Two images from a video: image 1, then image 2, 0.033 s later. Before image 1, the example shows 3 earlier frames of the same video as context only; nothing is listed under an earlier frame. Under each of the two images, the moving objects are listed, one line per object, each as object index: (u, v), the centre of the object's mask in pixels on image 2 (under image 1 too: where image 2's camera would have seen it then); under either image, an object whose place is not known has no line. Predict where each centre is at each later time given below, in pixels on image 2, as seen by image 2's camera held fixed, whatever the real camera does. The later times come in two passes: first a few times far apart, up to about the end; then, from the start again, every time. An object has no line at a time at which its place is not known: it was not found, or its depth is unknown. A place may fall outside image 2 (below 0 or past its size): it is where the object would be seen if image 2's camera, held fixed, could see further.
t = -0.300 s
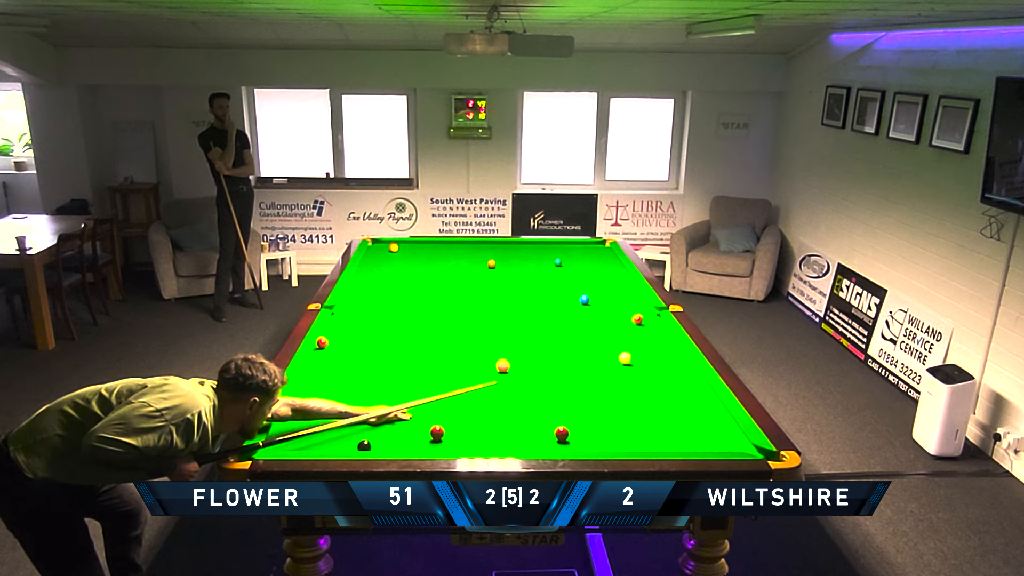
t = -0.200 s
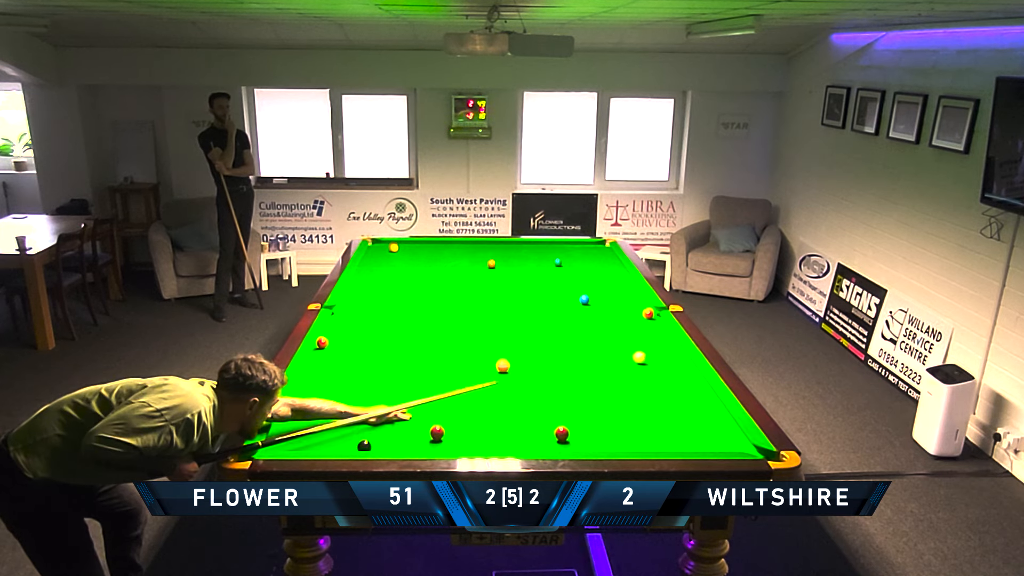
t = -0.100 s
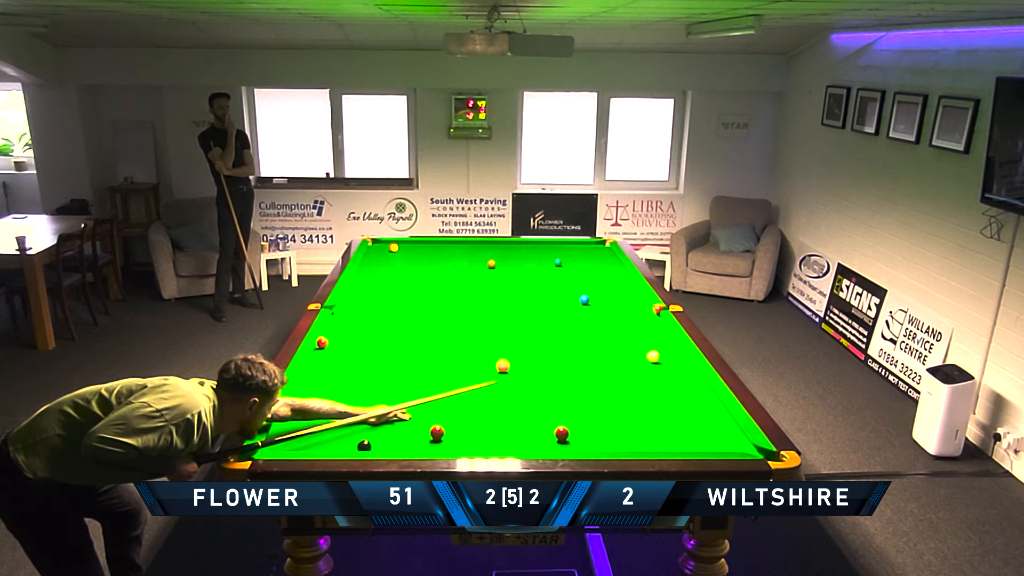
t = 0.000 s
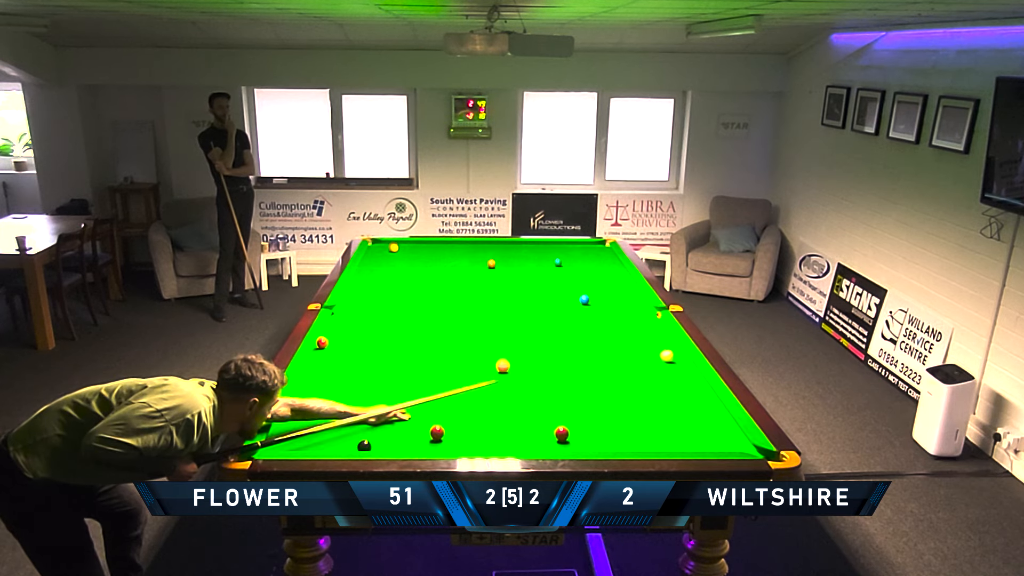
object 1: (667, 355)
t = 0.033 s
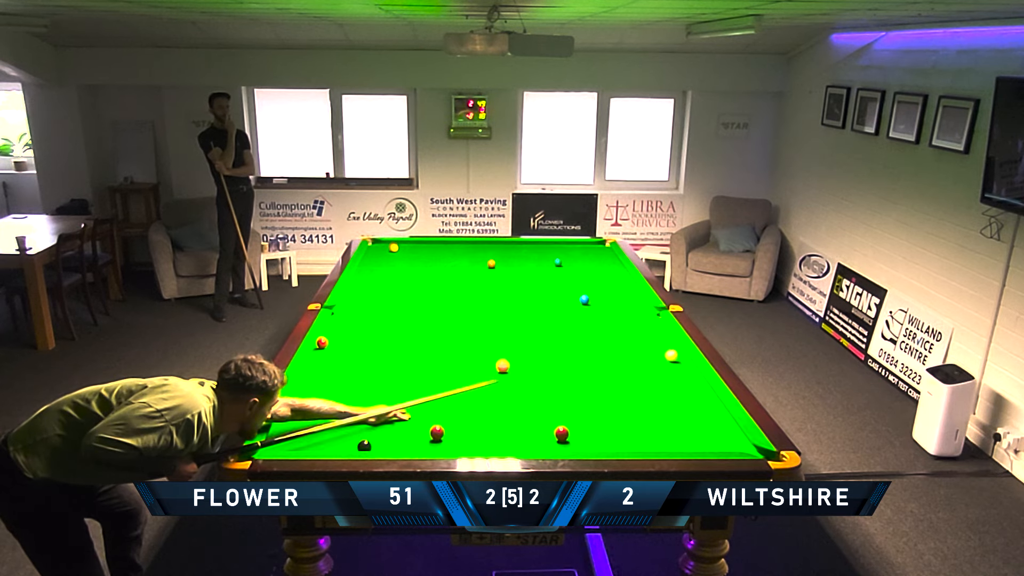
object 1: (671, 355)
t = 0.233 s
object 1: (671, 354)
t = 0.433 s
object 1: (653, 353)
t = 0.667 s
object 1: (633, 351)
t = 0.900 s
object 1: (615, 350)
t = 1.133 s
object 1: (597, 349)
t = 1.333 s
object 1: (583, 349)
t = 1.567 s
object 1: (567, 348)
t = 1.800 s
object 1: (552, 347)
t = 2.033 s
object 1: (539, 346)
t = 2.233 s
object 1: (528, 345)
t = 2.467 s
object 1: (516, 344)
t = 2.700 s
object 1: (505, 344)
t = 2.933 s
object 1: (495, 343)
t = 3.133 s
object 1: (487, 343)
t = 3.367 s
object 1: (478, 342)
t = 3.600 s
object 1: (471, 342)
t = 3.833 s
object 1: (464, 341)
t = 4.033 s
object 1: (459, 341)
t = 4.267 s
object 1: (454, 341)
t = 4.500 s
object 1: (450, 340)
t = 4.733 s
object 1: (447, 340)
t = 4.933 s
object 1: (444, 340)
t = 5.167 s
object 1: (443, 340)
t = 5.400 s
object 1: (442, 340)
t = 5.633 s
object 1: (441, 340)
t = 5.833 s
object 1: (441, 340)
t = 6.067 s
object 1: (441, 340)
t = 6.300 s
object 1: (441, 340)
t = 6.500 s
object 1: (441, 340)
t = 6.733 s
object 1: (441, 340)
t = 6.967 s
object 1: (441, 340)
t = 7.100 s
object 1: (441, 340)
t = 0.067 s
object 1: (676, 355)
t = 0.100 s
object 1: (680, 355)
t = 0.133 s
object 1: (682, 355)
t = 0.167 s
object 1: (678, 354)
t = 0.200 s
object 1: (674, 354)
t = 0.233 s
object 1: (671, 354)
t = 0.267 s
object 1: (668, 354)
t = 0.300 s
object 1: (665, 353)
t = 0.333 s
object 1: (662, 353)
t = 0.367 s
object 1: (659, 353)
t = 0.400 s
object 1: (656, 353)
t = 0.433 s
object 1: (653, 353)
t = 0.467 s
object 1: (650, 353)
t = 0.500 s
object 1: (647, 352)
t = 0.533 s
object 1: (644, 352)
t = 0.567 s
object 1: (642, 352)
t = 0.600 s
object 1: (639, 352)
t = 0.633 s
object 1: (636, 352)
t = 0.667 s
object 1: (633, 351)
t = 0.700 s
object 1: (630, 351)
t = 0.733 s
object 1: (628, 351)
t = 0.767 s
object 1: (625, 351)
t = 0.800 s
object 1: (623, 351)
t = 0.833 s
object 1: (620, 351)
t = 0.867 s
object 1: (617, 351)
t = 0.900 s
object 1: (615, 350)
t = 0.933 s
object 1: (612, 350)
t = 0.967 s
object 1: (610, 350)
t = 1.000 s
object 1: (607, 350)
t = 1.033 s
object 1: (605, 350)
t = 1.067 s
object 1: (602, 350)
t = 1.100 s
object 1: (600, 350)
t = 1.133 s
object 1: (597, 349)
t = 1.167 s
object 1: (595, 349)
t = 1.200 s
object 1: (592, 349)
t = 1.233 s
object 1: (590, 349)
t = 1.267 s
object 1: (588, 349)
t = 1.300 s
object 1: (585, 349)
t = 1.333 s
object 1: (583, 349)
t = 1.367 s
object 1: (581, 348)
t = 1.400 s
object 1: (578, 348)
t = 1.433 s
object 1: (576, 348)
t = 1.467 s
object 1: (574, 348)
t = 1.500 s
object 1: (572, 348)
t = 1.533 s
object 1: (569, 348)
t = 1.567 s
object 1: (567, 348)
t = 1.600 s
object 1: (565, 348)
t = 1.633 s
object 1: (563, 347)
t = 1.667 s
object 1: (561, 347)
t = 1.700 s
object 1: (559, 347)
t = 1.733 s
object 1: (557, 347)
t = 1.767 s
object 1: (555, 347)
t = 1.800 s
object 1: (552, 347)
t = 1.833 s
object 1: (550, 347)
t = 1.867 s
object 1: (548, 347)
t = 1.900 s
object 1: (547, 346)
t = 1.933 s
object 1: (544, 346)
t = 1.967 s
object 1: (543, 346)
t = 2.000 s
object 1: (541, 346)
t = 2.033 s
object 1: (539, 346)
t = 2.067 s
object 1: (537, 346)
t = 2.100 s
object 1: (535, 346)
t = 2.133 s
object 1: (533, 346)
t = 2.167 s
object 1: (531, 346)
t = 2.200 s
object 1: (529, 346)
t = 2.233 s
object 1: (528, 345)
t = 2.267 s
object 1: (526, 345)
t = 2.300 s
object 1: (524, 345)
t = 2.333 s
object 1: (522, 345)
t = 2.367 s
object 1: (521, 345)
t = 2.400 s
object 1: (519, 345)
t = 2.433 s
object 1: (517, 345)
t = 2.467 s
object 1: (516, 344)
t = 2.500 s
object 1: (514, 344)
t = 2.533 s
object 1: (513, 344)
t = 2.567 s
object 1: (511, 344)
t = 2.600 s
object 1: (510, 344)
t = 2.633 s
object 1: (508, 344)
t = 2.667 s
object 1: (506, 344)
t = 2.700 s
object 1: (505, 344)
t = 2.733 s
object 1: (503, 343)
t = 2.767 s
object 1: (502, 343)
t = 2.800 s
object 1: (500, 343)
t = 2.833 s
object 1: (499, 343)
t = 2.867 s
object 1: (497, 343)
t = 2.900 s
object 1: (496, 343)
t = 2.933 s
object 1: (495, 343)
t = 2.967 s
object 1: (493, 343)
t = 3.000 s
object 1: (492, 343)
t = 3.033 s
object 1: (491, 343)
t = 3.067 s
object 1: (489, 343)
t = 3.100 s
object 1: (488, 343)
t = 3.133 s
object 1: (487, 343)
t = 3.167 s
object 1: (485, 343)
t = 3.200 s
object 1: (484, 343)
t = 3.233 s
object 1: (483, 343)
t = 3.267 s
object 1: (482, 342)
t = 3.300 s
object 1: (480, 342)
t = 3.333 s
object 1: (479, 342)
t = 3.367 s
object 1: (478, 342)
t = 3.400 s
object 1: (477, 342)
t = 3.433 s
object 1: (476, 342)
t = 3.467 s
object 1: (475, 342)
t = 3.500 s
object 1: (474, 342)
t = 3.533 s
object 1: (473, 342)
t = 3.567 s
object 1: (472, 342)
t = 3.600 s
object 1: (471, 342)
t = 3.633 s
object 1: (470, 341)
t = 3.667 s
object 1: (469, 341)
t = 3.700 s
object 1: (468, 341)
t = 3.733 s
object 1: (467, 341)
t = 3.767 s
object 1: (466, 341)
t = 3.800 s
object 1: (465, 341)
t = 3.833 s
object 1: (464, 341)
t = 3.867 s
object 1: (463, 341)
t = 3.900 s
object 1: (462, 341)
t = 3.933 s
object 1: (462, 341)
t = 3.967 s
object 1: (461, 341)
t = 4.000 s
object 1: (460, 341)
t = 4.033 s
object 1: (459, 341)
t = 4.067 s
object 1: (458, 341)
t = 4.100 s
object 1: (458, 341)
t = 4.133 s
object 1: (457, 341)
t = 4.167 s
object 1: (456, 341)
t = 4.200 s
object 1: (455, 341)
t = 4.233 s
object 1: (455, 341)
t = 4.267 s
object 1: (454, 341)
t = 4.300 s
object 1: (453, 340)
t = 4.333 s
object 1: (453, 341)
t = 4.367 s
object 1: (452, 340)
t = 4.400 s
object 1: (451, 340)
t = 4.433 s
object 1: (451, 340)
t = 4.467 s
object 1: (450, 340)
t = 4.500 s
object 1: (450, 340)
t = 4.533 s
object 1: (449, 340)
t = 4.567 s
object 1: (449, 340)
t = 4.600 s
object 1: (448, 340)
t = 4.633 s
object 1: (447, 340)
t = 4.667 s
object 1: (447, 340)
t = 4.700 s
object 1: (447, 340)
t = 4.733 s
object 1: (447, 340)
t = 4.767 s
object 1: (446, 340)
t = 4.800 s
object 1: (446, 340)
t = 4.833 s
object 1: (445, 340)
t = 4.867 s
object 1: (445, 340)
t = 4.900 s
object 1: (445, 340)
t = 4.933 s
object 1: (444, 340)
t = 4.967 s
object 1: (444, 340)
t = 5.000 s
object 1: (444, 340)
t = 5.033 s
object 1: (443, 340)
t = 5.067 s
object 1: (443, 340)
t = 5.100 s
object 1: (443, 340)
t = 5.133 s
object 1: (443, 340)
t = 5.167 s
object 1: (443, 340)
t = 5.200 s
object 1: (443, 340)
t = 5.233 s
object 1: (442, 340)
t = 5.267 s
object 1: (442, 340)
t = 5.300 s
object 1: (442, 340)
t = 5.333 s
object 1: (442, 340)
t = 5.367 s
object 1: (442, 340)
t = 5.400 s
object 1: (442, 340)
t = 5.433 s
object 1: (441, 340)
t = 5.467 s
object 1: (441, 340)
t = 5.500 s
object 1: (441, 340)
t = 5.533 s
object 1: (441, 340)
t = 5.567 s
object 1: (441, 340)
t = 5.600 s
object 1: (441, 340)
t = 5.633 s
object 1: (441, 340)
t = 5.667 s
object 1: (441, 340)
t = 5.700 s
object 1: (441, 340)
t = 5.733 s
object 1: (441, 340)
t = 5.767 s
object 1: (441, 340)
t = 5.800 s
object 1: (441, 340)
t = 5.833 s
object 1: (441, 340)
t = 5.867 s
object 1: (441, 340)
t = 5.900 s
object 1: (441, 340)
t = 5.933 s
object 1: (441, 340)
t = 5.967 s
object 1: (441, 340)
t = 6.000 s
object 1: (441, 340)
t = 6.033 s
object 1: (441, 340)
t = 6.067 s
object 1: (441, 340)
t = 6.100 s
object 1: (441, 340)
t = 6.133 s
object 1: (441, 340)
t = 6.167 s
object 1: (441, 340)
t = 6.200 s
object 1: (441, 340)
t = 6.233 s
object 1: (441, 340)
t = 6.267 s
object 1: (441, 340)
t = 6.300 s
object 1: (441, 340)
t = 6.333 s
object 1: (441, 340)
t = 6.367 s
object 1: (441, 340)
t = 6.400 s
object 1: (441, 340)
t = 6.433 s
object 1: (441, 340)
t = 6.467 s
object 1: (441, 340)
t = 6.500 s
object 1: (441, 340)
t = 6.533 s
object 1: (441, 340)
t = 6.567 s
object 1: (441, 340)
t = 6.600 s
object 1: (441, 340)
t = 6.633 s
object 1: (441, 340)
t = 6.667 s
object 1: (441, 340)
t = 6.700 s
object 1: (441, 340)
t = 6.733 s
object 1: (441, 340)
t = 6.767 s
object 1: (441, 340)
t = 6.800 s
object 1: (441, 340)
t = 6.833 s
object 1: (442, 340)
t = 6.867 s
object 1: (442, 340)
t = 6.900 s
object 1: (441, 340)
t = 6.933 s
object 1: (442, 340)
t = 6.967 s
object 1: (441, 340)
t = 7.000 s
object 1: (441, 340)
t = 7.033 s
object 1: (441, 340)
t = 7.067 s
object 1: (441, 340)
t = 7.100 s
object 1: (441, 340)
